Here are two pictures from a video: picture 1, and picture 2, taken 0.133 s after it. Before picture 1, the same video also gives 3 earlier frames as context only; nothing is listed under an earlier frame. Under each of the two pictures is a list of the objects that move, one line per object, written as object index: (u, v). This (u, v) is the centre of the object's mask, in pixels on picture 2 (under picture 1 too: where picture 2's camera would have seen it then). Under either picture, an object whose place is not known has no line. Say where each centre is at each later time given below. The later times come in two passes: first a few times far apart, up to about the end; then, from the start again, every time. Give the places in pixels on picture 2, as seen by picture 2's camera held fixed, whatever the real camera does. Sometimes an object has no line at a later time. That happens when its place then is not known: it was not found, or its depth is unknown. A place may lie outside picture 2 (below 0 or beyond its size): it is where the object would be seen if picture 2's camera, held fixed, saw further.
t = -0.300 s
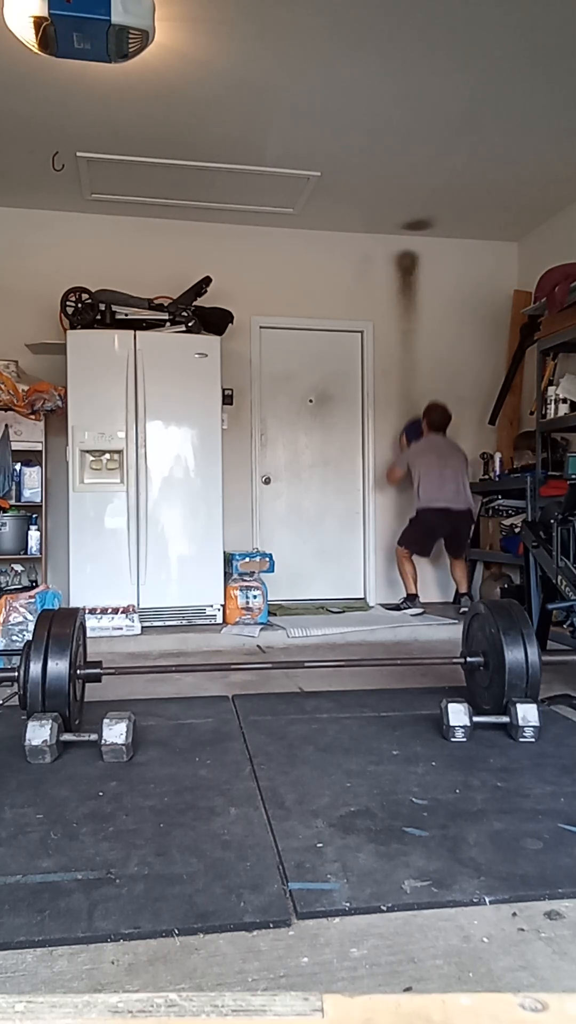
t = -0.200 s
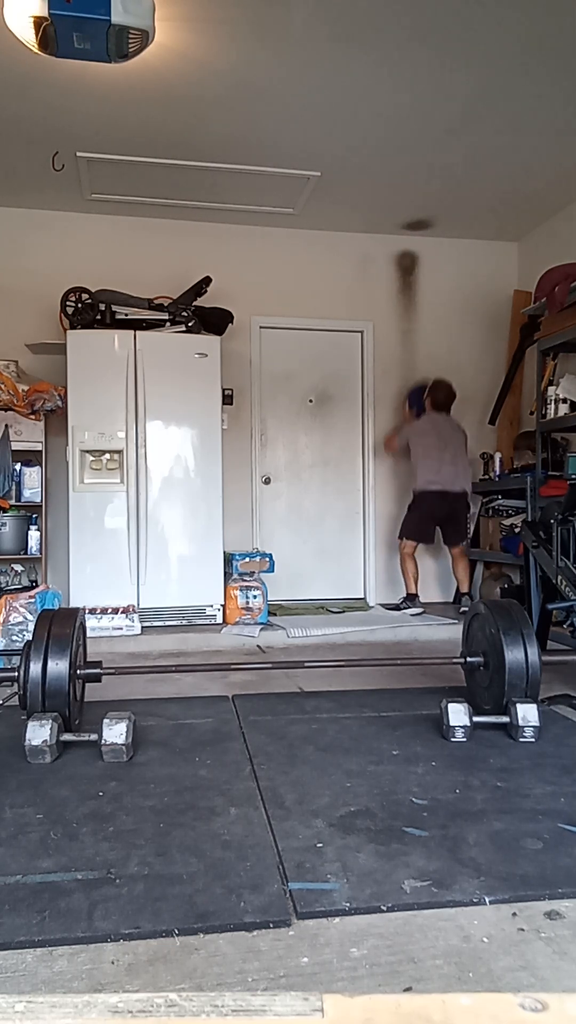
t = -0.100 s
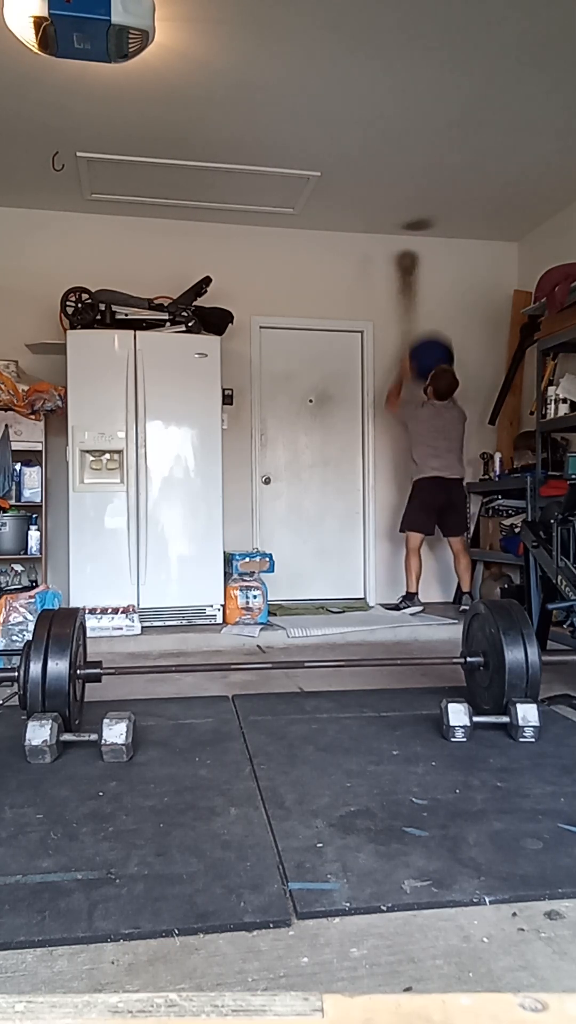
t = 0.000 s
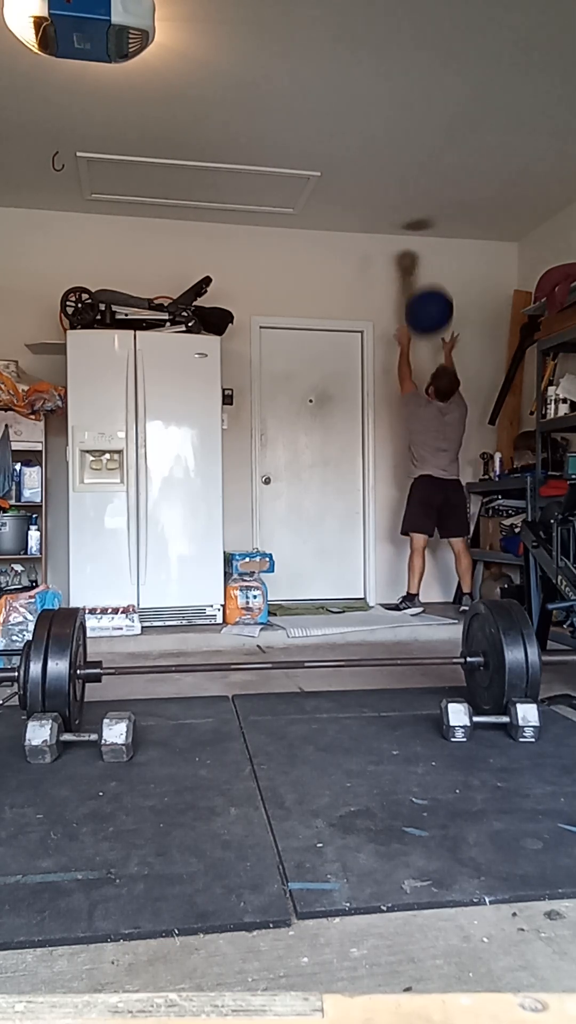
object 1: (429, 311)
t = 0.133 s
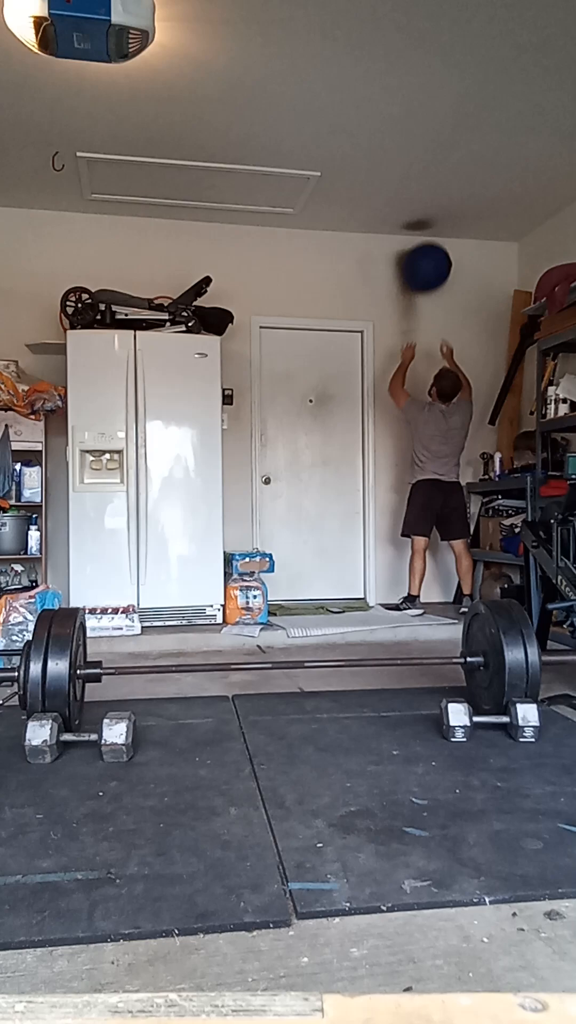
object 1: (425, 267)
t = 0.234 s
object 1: (424, 252)
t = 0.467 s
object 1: (419, 273)
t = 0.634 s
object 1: (419, 329)
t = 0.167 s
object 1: (425, 261)
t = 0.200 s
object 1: (424, 256)
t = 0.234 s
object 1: (424, 252)
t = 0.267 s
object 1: (423, 249)
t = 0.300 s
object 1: (422, 248)
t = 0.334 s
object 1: (422, 251)
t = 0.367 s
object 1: (422, 254)
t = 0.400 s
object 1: (421, 260)
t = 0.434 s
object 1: (420, 266)
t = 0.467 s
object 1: (419, 273)
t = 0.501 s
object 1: (419, 284)
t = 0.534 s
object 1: (418, 294)
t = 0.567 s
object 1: (418, 305)
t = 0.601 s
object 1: (419, 317)
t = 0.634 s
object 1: (419, 329)
